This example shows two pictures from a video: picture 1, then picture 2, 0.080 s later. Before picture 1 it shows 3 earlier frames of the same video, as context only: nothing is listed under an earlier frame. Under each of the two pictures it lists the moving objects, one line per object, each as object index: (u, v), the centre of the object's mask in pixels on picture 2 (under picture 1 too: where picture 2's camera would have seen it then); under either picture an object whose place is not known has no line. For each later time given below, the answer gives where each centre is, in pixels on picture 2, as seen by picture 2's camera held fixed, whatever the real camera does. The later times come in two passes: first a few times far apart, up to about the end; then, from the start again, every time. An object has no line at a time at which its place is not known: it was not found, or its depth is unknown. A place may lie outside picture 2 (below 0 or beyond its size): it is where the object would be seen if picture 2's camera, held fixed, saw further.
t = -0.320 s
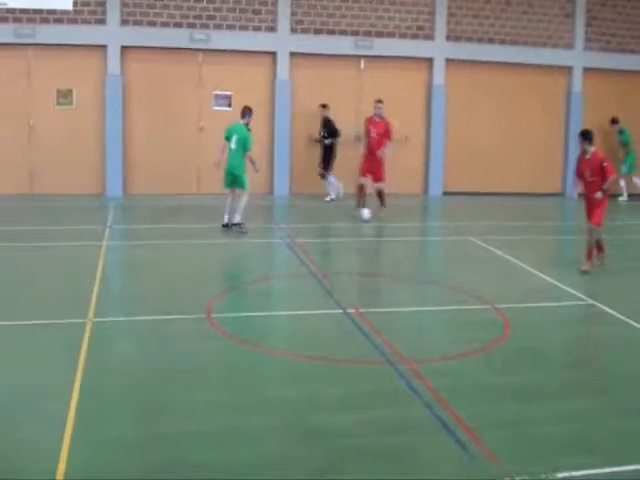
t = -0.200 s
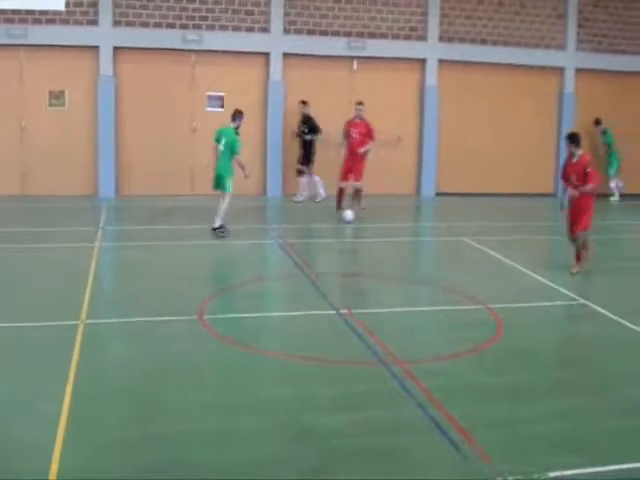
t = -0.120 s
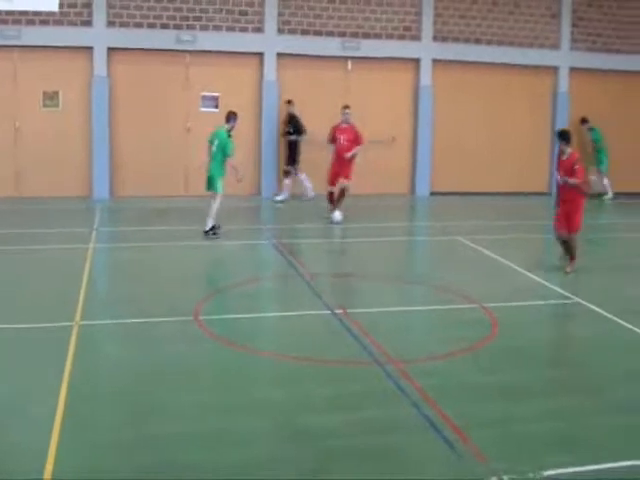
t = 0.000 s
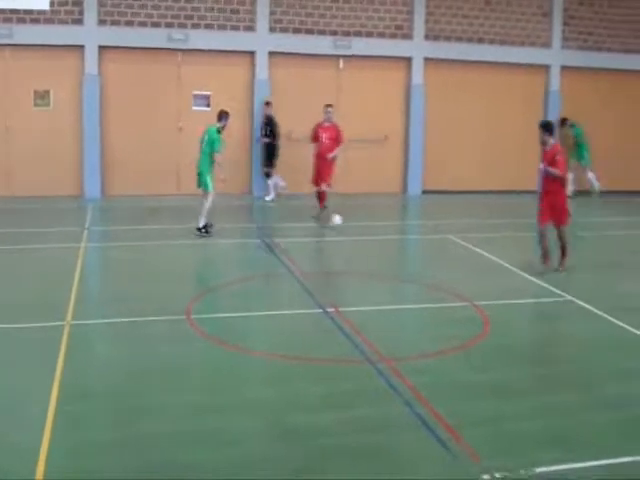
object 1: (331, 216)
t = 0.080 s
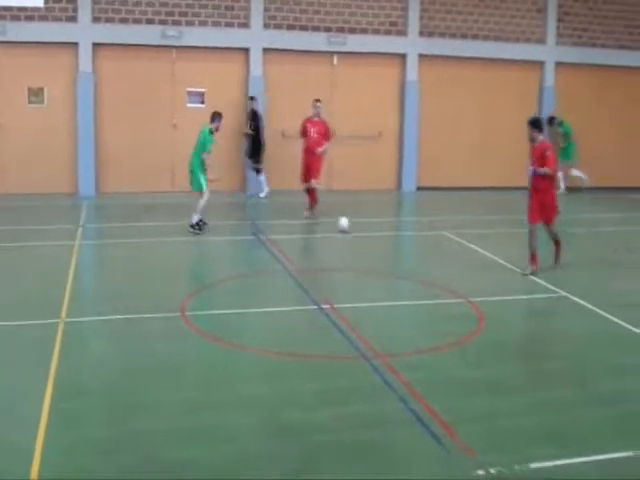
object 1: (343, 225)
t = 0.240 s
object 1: (368, 236)
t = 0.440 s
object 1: (398, 251)
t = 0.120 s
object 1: (349, 227)
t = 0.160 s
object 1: (356, 229)
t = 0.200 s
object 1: (362, 231)
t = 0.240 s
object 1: (368, 236)
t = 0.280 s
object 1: (374, 238)
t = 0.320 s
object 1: (380, 241)
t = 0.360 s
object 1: (386, 245)
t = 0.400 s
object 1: (393, 248)
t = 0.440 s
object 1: (398, 251)
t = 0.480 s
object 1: (404, 254)
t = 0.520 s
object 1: (409, 257)
